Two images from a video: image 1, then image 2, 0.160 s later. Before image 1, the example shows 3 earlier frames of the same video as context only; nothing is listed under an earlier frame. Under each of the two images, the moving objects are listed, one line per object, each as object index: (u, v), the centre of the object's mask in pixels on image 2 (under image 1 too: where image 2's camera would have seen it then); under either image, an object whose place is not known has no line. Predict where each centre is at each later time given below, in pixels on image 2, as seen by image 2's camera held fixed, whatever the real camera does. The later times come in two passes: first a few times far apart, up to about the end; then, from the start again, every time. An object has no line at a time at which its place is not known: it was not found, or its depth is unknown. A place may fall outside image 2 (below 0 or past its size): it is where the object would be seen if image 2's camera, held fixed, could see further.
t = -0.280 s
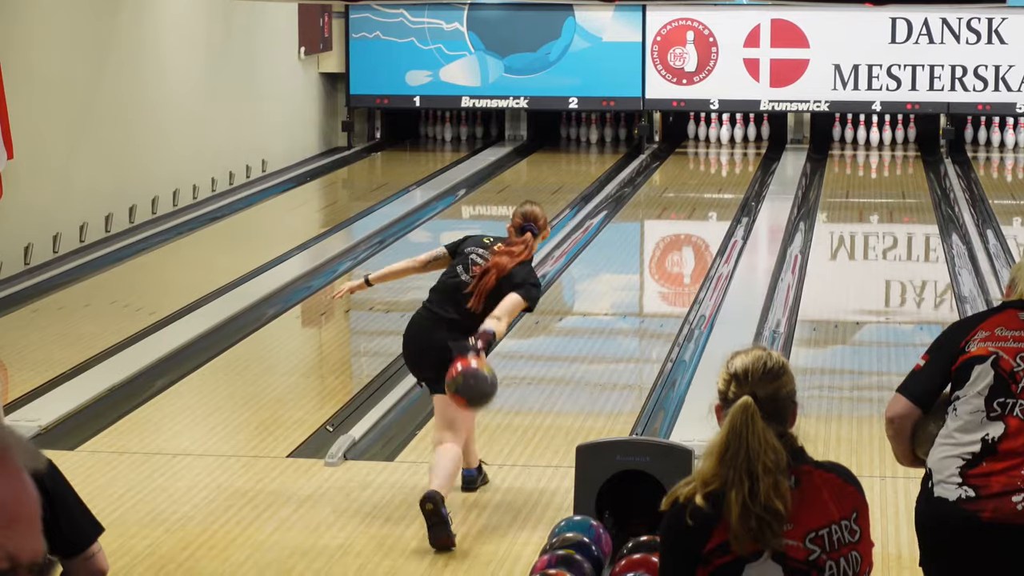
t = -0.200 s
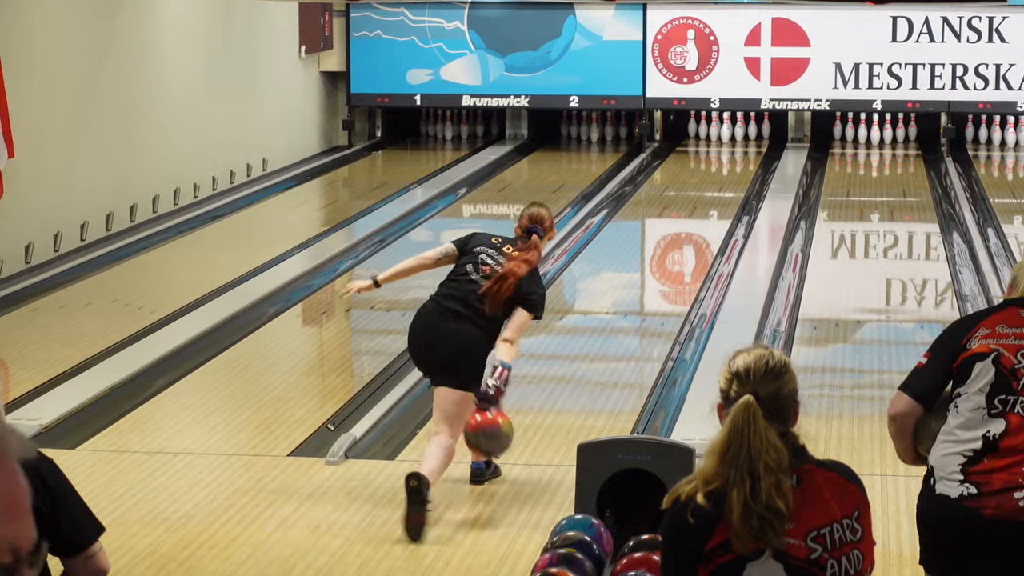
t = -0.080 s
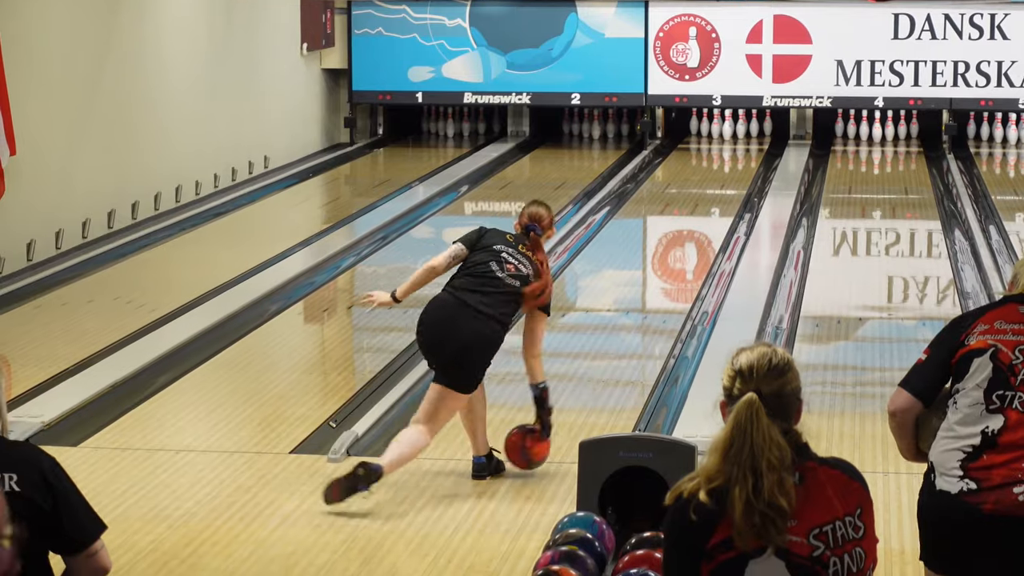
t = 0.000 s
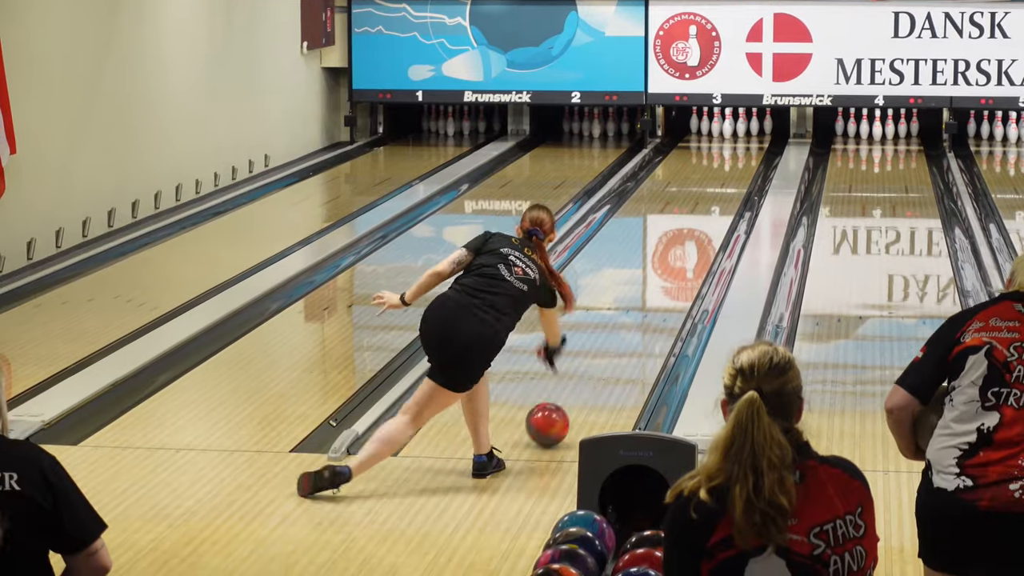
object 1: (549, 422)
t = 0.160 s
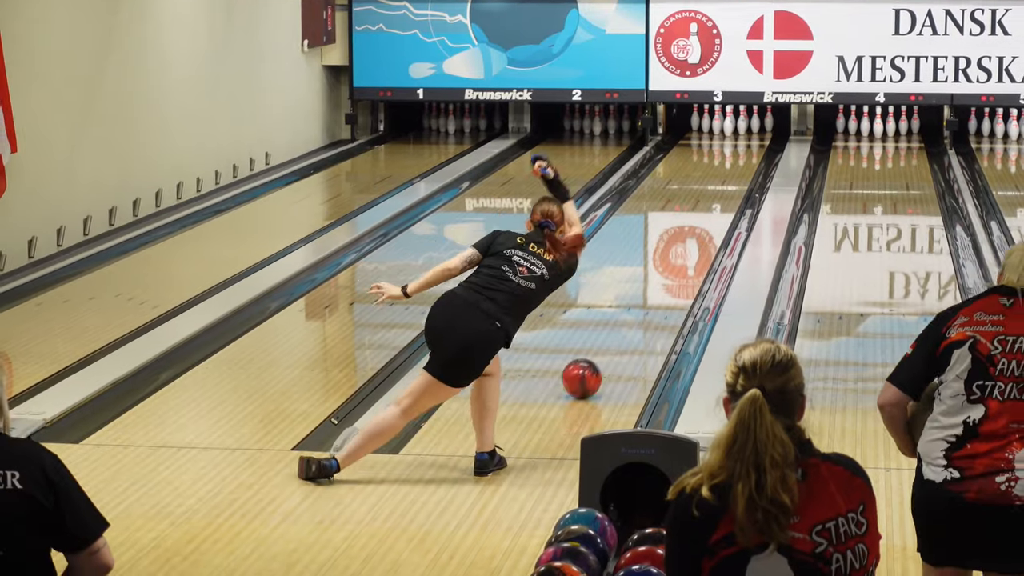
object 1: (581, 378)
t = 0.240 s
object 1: (596, 359)
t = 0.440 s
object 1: (626, 317)
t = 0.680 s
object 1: (655, 277)
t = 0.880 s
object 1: (674, 249)
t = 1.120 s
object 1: (693, 222)
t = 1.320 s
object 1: (706, 202)
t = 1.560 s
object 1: (719, 182)
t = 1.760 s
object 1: (727, 168)
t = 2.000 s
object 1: (734, 153)
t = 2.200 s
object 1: (736, 143)
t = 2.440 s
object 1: (734, 132)
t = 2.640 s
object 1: (734, 126)
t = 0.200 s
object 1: (589, 368)
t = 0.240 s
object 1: (596, 359)
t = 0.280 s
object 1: (602, 350)
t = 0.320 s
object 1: (609, 341)
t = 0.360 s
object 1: (615, 333)
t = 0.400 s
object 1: (620, 325)
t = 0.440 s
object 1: (626, 317)
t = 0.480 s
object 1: (631, 309)
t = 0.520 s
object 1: (636, 302)
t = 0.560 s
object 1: (641, 295)
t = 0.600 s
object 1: (646, 289)
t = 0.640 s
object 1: (650, 283)
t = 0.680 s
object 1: (655, 277)
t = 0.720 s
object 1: (659, 271)
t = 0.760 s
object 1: (663, 265)
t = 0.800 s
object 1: (667, 260)
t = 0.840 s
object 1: (671, 254)
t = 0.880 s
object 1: (674, 249)
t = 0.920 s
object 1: (678, 244)
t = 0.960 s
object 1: (681, 239)
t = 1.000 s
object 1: (684, 235)
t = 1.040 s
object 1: (687, 230)
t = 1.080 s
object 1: (690, 226)
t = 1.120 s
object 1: (693, 222)
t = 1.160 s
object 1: (696, 218)
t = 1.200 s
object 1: (698, 214)
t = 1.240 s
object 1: (701, 210)
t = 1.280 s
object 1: (704, 206)
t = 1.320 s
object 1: (706, 202)
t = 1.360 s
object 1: (708, 199)
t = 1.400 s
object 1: (710, 196)
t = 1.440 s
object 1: (712, 192)
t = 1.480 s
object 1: (715, 189)
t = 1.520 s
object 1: (717, 186)
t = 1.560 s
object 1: (719, 182)
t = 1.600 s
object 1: (721, 179)
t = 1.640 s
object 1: (722, 176)
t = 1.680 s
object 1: (724, 174)
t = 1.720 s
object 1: (725, 171)
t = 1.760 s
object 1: (727, 168)
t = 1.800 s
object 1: (728, 165)
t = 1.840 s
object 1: (730, 163)
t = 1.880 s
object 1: (731, 161)
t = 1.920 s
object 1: (732, 158)
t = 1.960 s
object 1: (733, 156)
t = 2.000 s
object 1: (734, 153)
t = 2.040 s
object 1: (734, 151)
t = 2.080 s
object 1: (735, 149)
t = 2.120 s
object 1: (735, 147)
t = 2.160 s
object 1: (735, 145)
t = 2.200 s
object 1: (736, 143)
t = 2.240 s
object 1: (736, 141)
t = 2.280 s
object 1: (736, 139)
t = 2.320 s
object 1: (735, 138)
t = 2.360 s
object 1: (735, 136)
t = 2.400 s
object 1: (735, 134)
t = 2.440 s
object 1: (734, 132)
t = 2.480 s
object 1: (734, 131)
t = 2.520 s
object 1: (733, 130)
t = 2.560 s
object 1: (734, 128)
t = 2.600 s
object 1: (734, 127)
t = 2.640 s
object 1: (734, 126)
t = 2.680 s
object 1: (735, 126)
